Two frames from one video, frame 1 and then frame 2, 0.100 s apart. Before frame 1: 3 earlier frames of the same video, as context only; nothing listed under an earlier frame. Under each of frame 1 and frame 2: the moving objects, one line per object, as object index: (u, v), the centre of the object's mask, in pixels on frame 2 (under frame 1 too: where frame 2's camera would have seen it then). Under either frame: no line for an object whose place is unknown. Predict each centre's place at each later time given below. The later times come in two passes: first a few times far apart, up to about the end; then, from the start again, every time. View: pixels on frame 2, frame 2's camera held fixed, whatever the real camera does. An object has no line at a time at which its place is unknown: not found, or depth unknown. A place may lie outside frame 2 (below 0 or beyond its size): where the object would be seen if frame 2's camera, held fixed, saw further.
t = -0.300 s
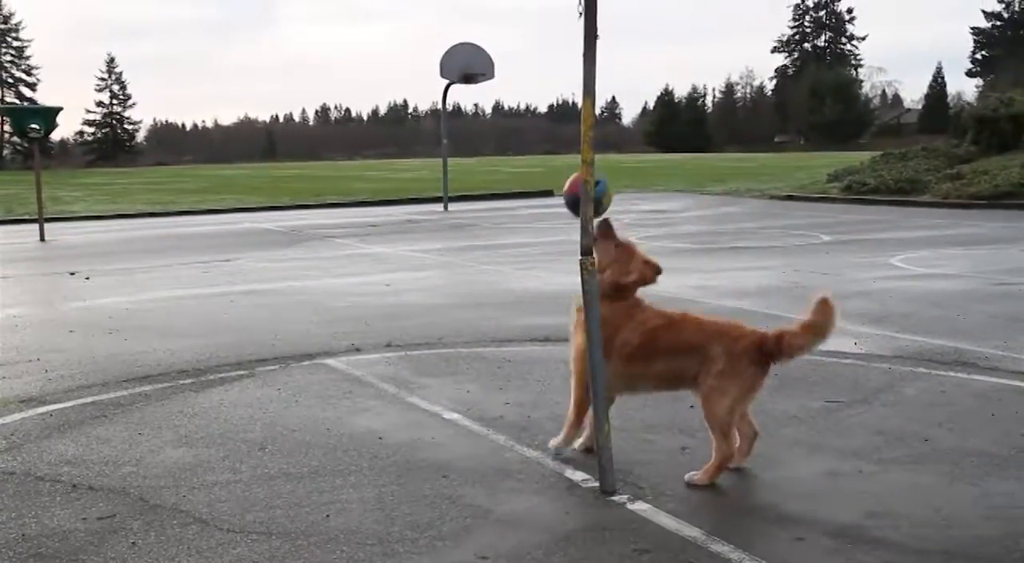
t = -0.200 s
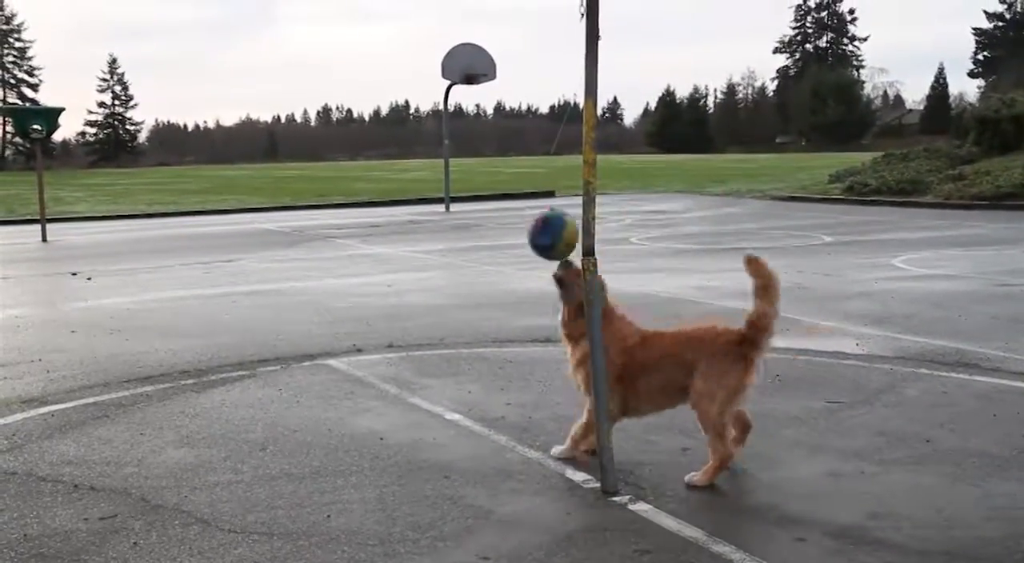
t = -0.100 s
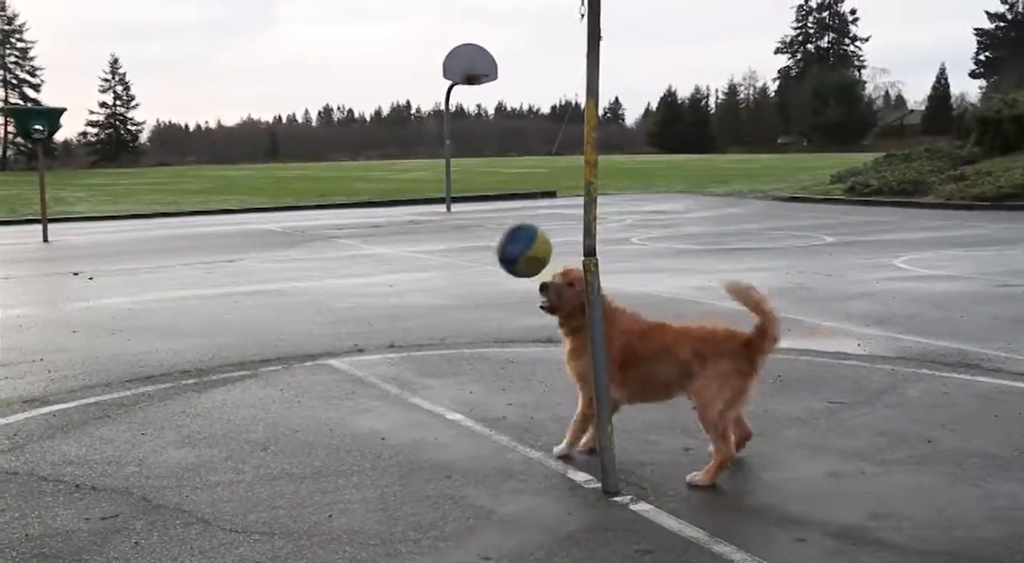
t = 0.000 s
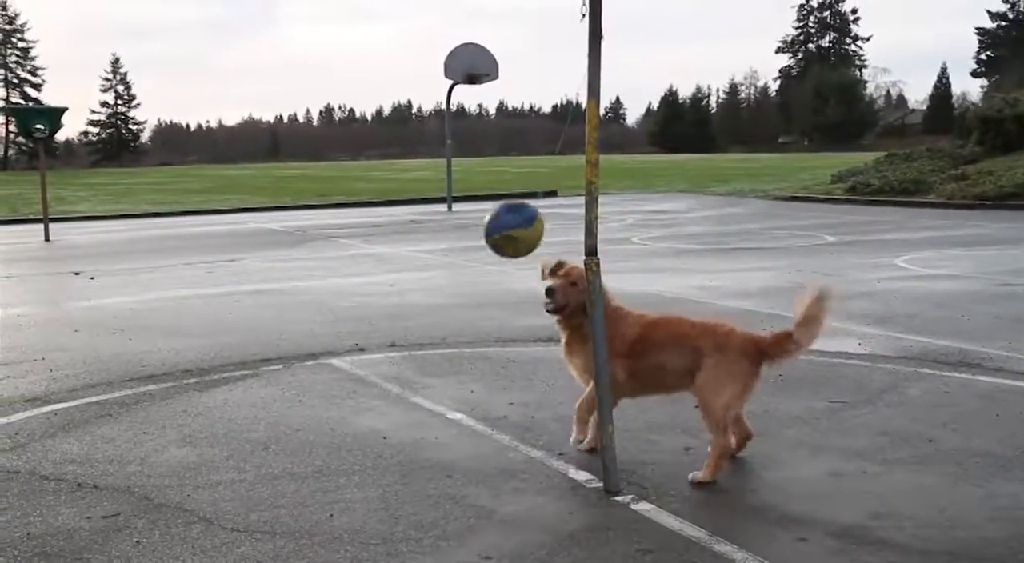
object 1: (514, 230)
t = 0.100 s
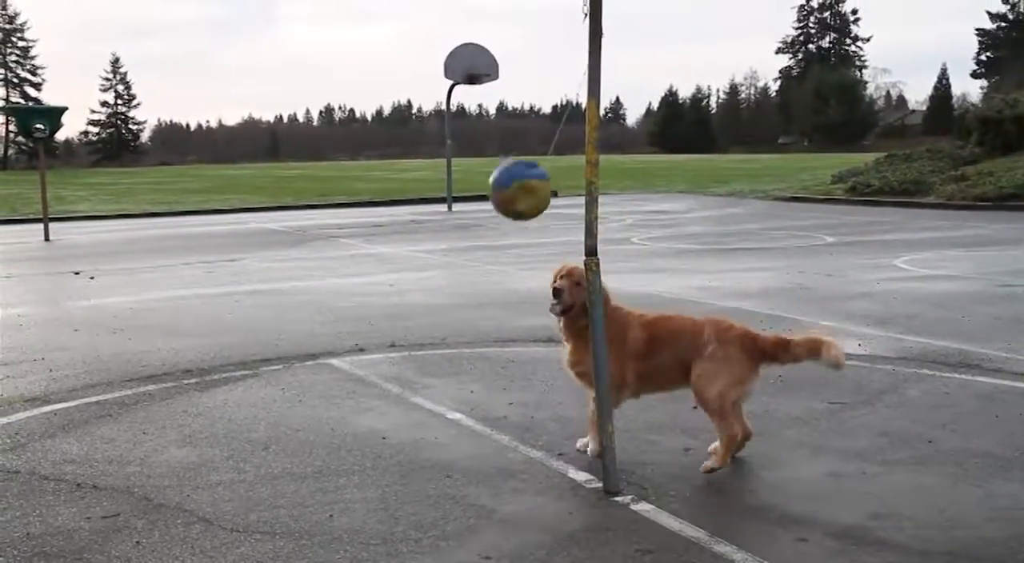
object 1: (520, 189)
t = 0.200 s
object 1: (544, 147)
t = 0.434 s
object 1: (625, 120)
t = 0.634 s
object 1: (677, 195)
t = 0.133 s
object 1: (527, 175)
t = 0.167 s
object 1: (533, 160)
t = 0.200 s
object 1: (544, 147)
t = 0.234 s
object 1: (554, 135)
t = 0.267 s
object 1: (565, 124)
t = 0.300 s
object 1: (577, 117)
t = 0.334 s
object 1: (589, 113)
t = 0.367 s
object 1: (601, 111)
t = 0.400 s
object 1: (613, 114)
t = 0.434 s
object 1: (625, 120)
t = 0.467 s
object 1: (636, 128)
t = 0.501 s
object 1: (647, 140)
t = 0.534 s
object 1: (657, 153)
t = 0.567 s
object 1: (665, 166)
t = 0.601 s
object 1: (672, 179)
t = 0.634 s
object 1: (677, 195)
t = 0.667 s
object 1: (682, 210)
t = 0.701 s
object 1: (685, 225)
